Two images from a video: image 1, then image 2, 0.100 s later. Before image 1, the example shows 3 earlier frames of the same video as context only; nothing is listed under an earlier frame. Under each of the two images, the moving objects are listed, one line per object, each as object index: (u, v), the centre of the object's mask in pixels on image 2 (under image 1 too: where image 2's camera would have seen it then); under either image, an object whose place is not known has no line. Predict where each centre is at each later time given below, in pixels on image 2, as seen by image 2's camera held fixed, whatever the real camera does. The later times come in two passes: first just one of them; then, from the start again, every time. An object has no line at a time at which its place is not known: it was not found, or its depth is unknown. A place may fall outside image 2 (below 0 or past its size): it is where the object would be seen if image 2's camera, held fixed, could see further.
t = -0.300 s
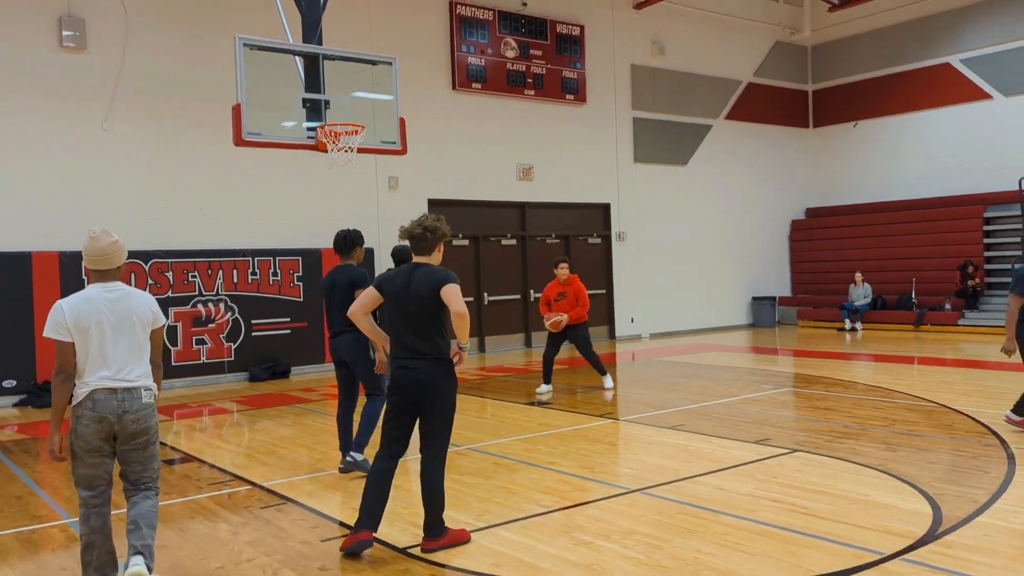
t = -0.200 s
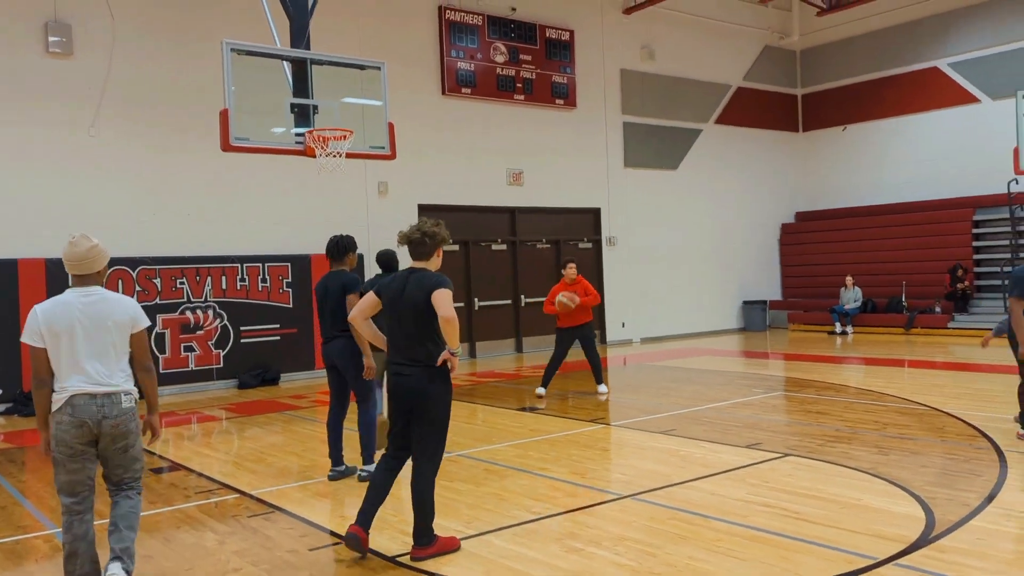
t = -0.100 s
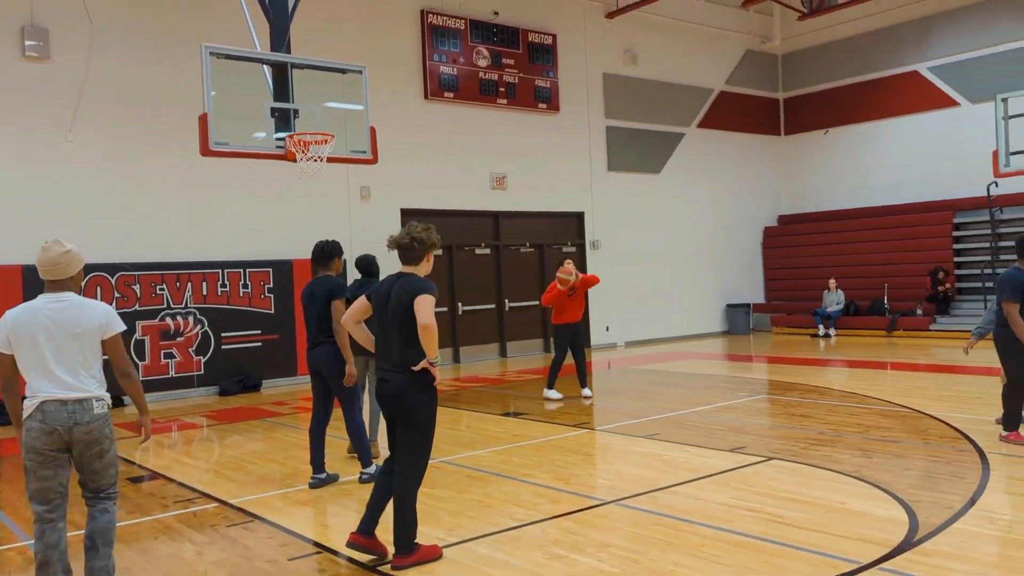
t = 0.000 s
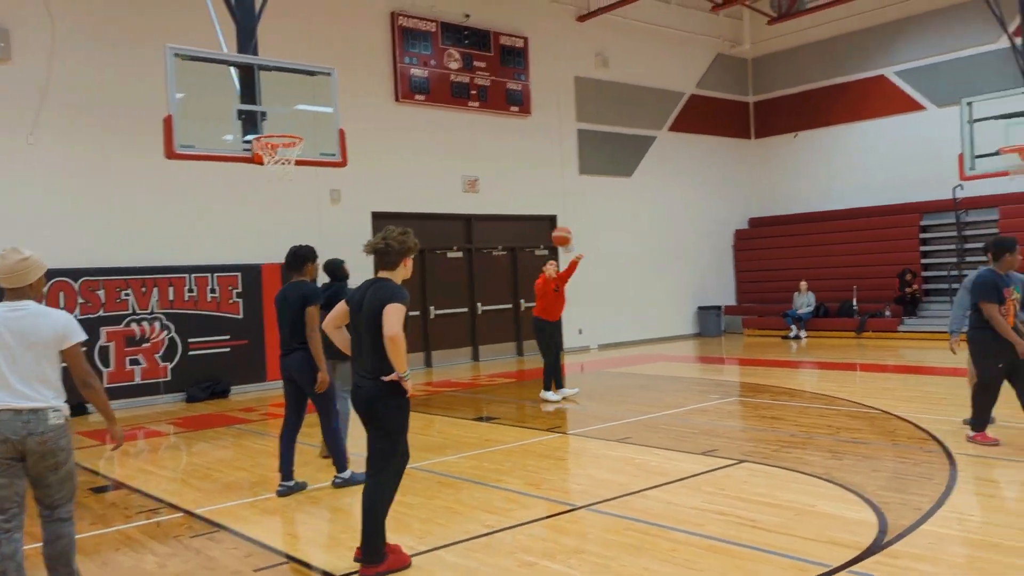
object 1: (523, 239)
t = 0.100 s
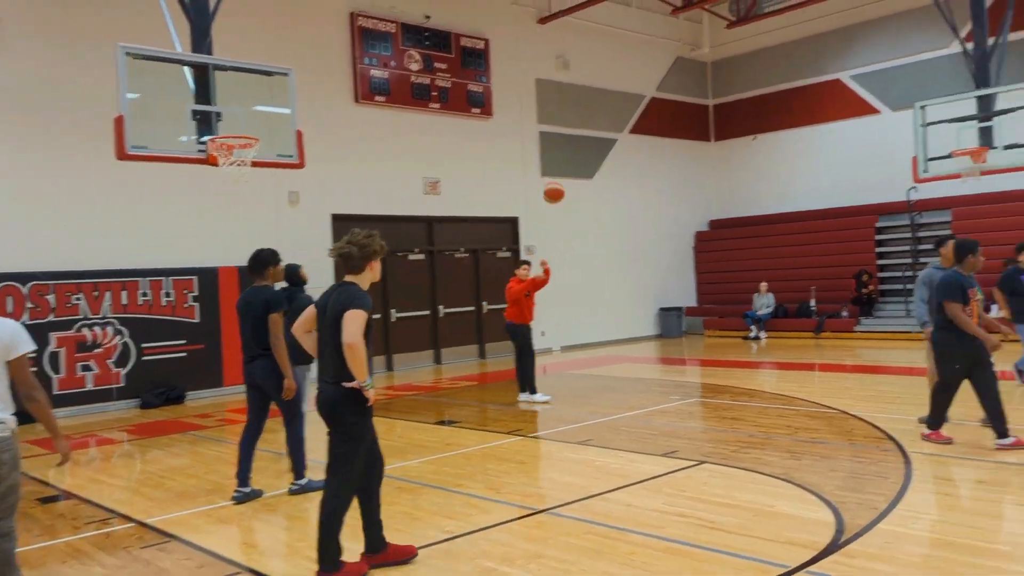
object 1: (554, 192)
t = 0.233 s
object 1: (600, 135)
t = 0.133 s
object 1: (564, 177)
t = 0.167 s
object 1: (575, 163)
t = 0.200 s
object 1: (587, 149)
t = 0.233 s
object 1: (600, 135)
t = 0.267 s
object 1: (613, 122)
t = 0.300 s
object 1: (627, 109)
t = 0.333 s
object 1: (641, 98)
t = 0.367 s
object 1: (655, 86)
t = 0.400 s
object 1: (672, 76)
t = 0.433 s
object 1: (689, 66)
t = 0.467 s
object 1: (706, 57)
